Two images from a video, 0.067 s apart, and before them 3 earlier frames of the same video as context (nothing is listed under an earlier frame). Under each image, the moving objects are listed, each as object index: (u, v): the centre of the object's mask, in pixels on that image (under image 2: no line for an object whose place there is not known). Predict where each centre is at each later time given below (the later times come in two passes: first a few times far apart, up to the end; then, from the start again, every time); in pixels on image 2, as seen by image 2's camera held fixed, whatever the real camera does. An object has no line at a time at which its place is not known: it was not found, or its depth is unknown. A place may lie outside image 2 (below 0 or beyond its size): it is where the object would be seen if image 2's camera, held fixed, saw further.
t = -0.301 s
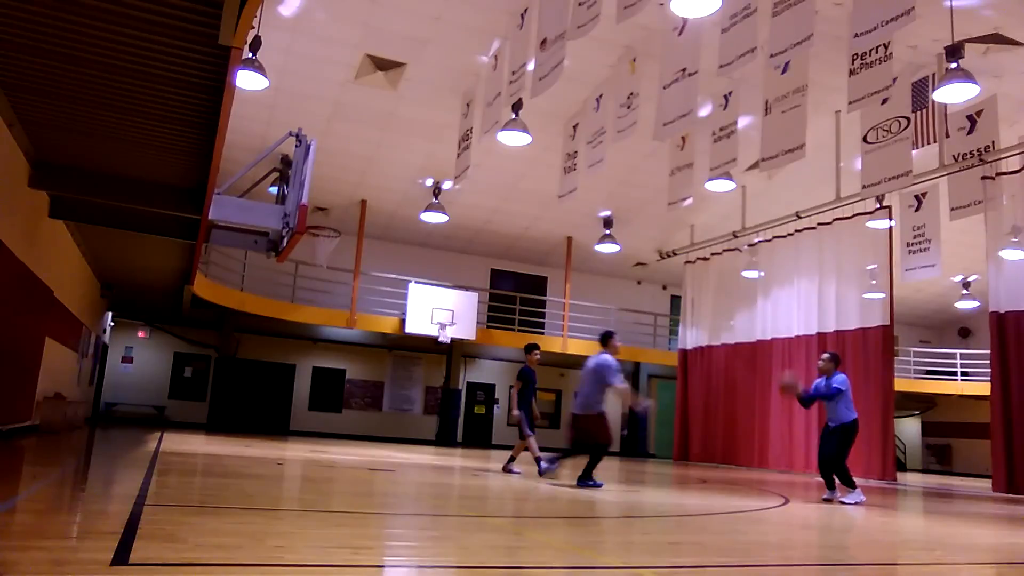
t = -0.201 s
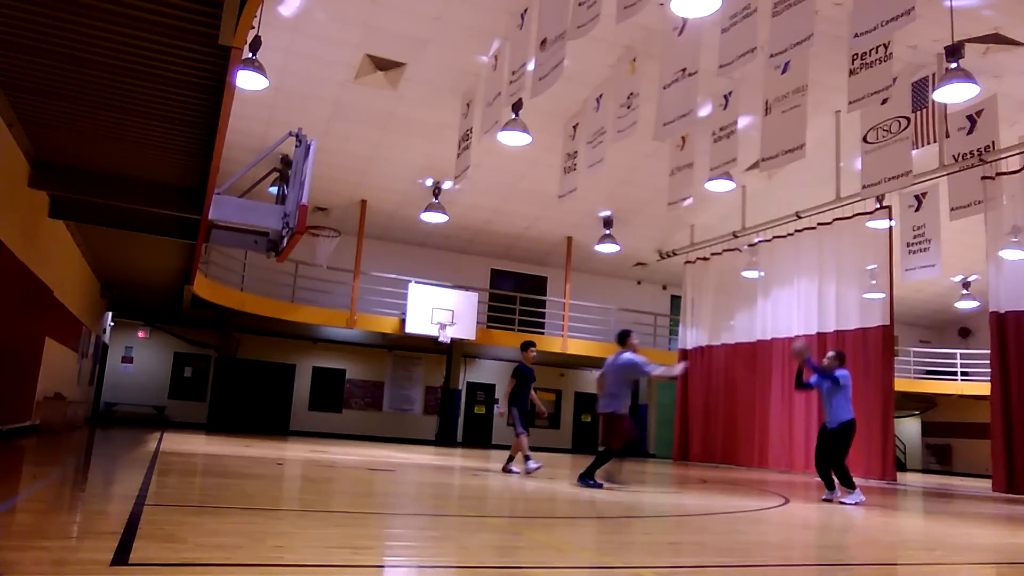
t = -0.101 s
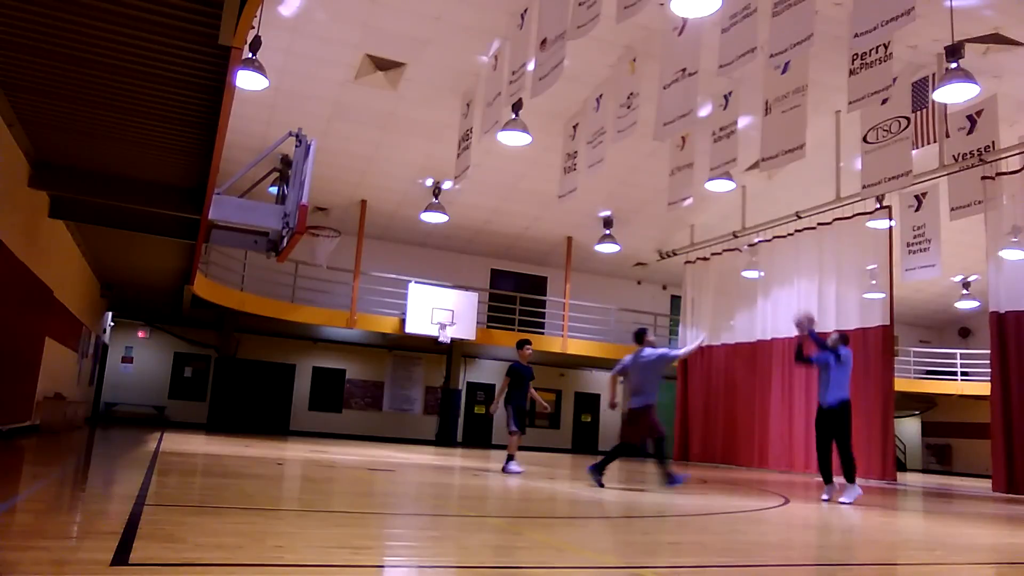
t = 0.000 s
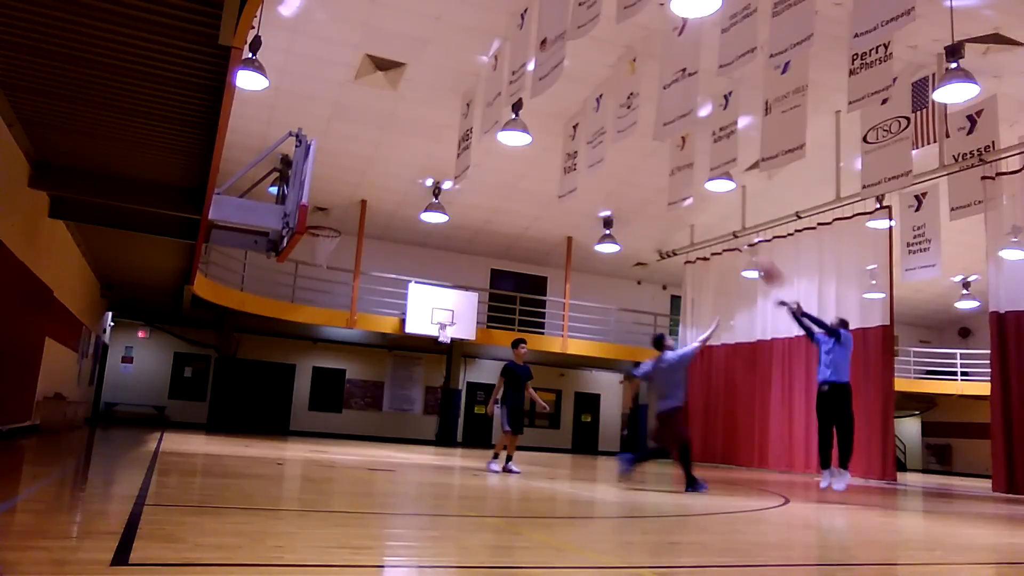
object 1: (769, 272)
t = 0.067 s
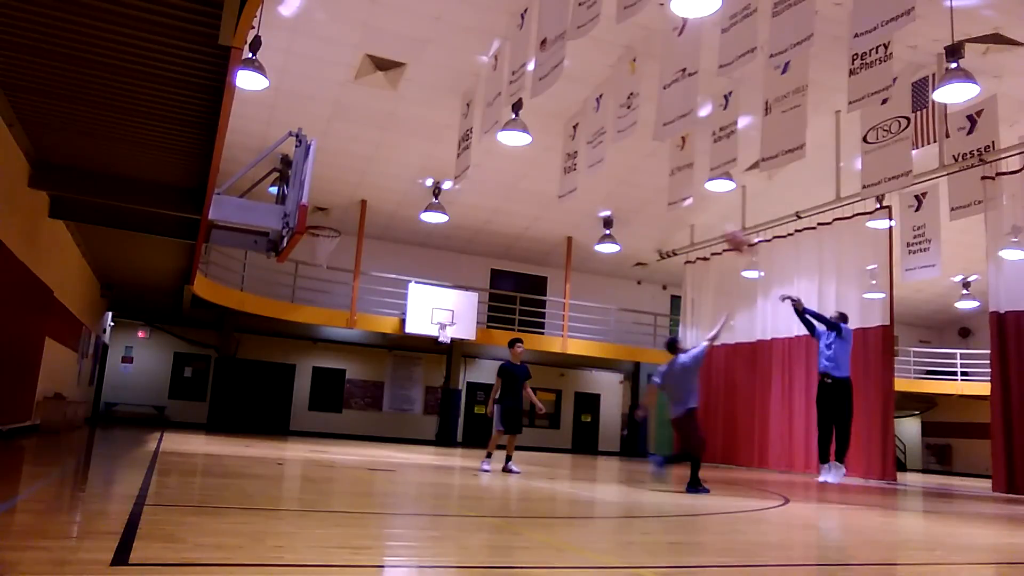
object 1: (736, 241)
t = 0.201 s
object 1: (676, 190)
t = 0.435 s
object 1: (576, 142)
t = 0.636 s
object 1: (496, 134)
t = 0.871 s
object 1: (411, 160)
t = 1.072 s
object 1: (339, 211)
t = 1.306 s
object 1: (336, 202)
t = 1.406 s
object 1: (347, 190)
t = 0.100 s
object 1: (720, 226)
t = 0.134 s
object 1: (705, 212)
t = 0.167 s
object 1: (691, 201)
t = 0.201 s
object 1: (676, 190)
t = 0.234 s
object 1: (662, 180)
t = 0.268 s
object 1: (648, 171)
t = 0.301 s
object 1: (634, 163)
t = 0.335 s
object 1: (620, 157)
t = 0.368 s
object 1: (605, 152)
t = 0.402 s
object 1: (592, 147)
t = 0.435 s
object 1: (576, 142)
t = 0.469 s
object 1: (563, 138)
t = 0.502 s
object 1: (550, 136)
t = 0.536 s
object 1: (539, 134)
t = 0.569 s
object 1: (527, 132)
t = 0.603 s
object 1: (512, 130)
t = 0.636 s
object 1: (496, 134)
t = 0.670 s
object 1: (485, 136)
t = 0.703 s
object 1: (471, 138)
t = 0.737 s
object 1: (461, 141)
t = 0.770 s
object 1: (448, 144)
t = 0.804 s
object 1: (436, 149)
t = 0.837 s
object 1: (424, 154)
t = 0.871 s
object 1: (411, 160)
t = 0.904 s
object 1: (399, 166)
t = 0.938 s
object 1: (387, 174)
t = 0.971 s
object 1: (376, 182)
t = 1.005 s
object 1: (364, 190)
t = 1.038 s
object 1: (351, 200)
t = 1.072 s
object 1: (339, 211)
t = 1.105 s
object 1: (327, 221)
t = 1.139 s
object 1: (318, 229)
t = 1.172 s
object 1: (320, 225)
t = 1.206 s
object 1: (325, 220)
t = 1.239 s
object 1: (329, 214)
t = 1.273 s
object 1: (332, 208)
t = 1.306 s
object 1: (336, 202)
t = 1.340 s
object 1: (340, 197)
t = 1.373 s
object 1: (344, 193)
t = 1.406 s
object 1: (347, 190)
